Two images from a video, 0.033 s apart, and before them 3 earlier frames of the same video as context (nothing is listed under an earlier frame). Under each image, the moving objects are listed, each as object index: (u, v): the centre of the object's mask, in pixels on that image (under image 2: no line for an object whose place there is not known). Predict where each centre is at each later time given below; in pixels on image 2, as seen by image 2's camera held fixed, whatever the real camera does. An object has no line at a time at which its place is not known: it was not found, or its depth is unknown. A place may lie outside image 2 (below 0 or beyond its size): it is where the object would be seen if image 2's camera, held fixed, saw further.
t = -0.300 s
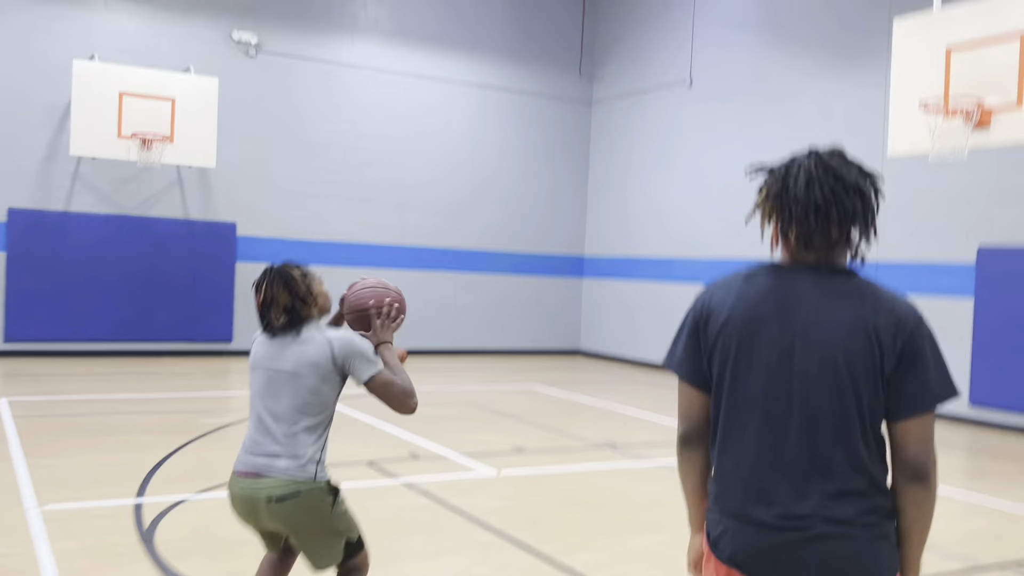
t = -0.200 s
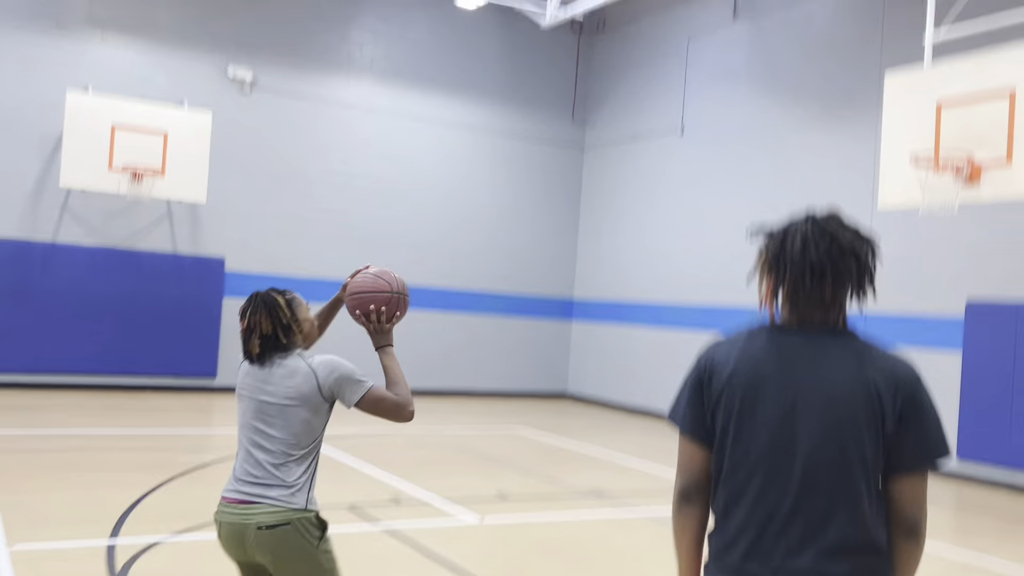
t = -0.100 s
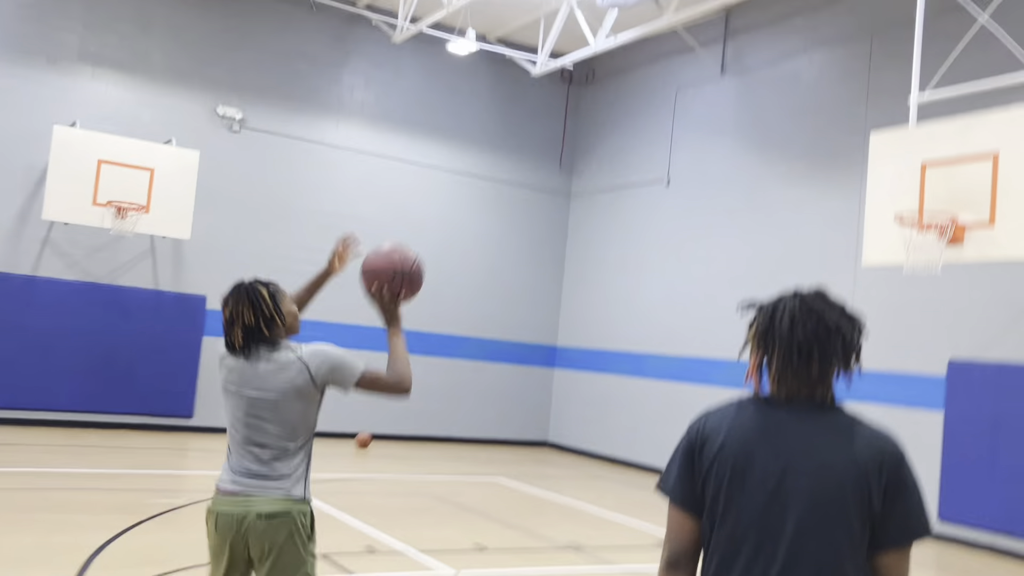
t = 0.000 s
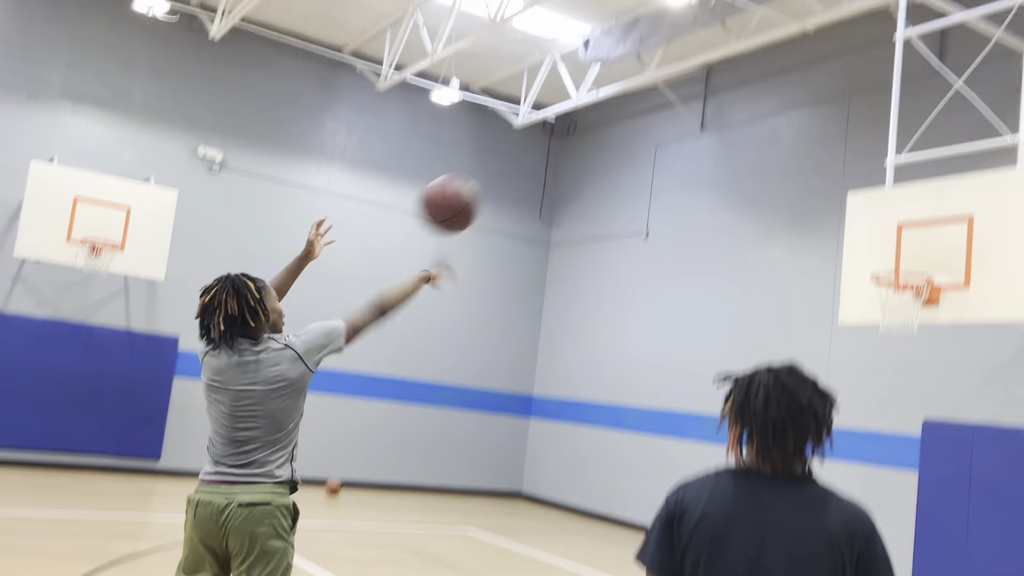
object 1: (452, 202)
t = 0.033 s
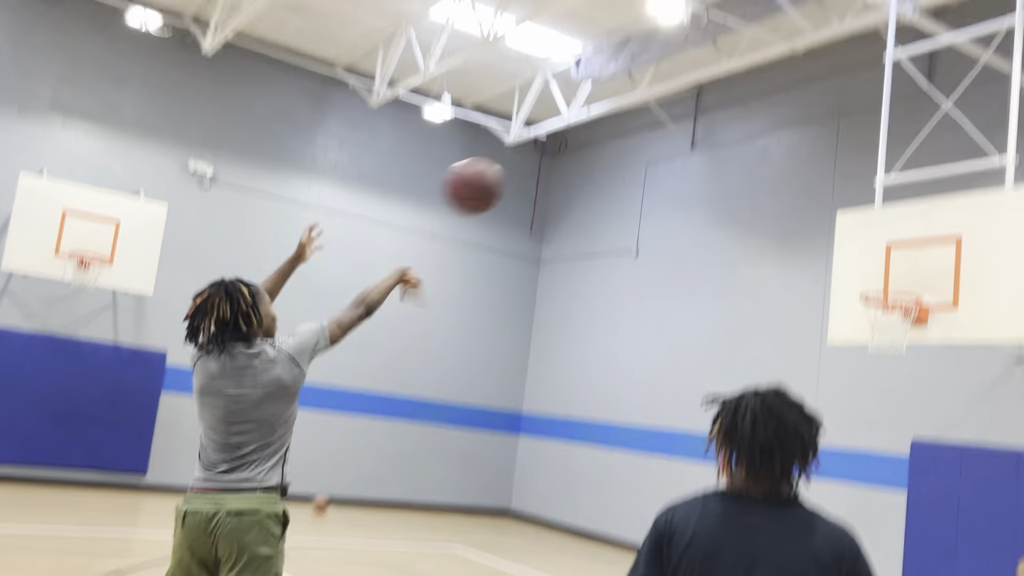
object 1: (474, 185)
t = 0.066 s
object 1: (505, 155)
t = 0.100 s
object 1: (535, 130)
